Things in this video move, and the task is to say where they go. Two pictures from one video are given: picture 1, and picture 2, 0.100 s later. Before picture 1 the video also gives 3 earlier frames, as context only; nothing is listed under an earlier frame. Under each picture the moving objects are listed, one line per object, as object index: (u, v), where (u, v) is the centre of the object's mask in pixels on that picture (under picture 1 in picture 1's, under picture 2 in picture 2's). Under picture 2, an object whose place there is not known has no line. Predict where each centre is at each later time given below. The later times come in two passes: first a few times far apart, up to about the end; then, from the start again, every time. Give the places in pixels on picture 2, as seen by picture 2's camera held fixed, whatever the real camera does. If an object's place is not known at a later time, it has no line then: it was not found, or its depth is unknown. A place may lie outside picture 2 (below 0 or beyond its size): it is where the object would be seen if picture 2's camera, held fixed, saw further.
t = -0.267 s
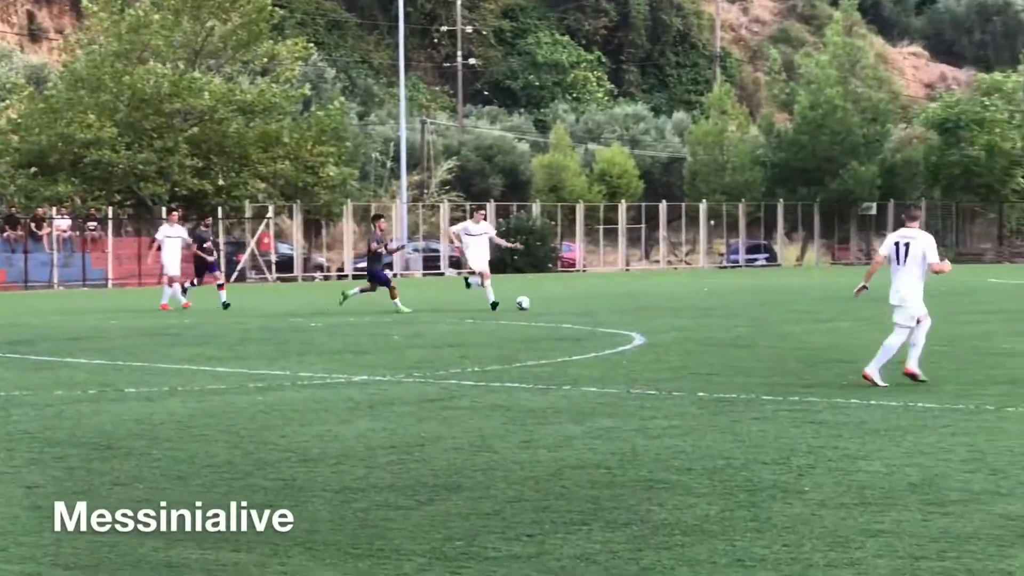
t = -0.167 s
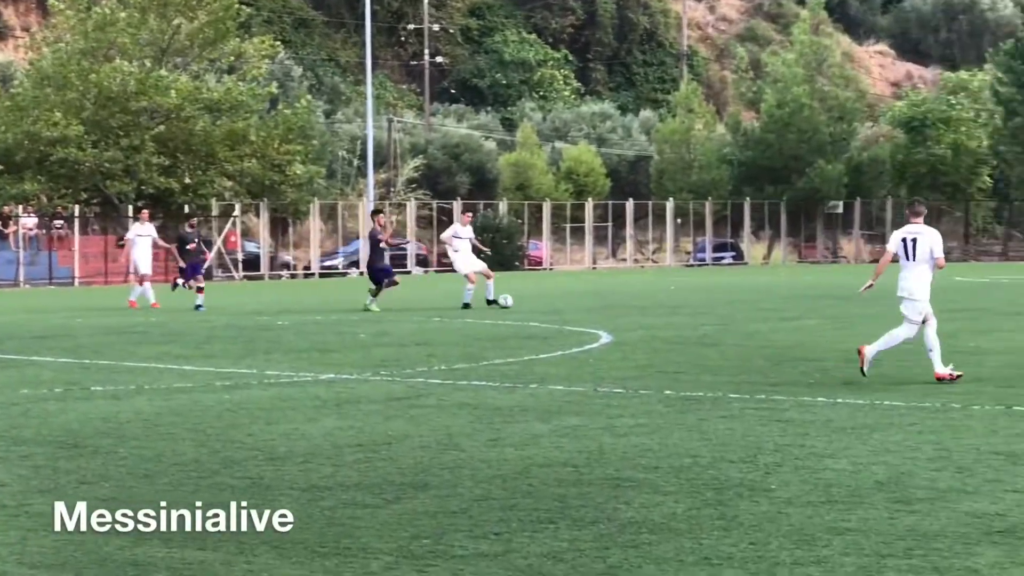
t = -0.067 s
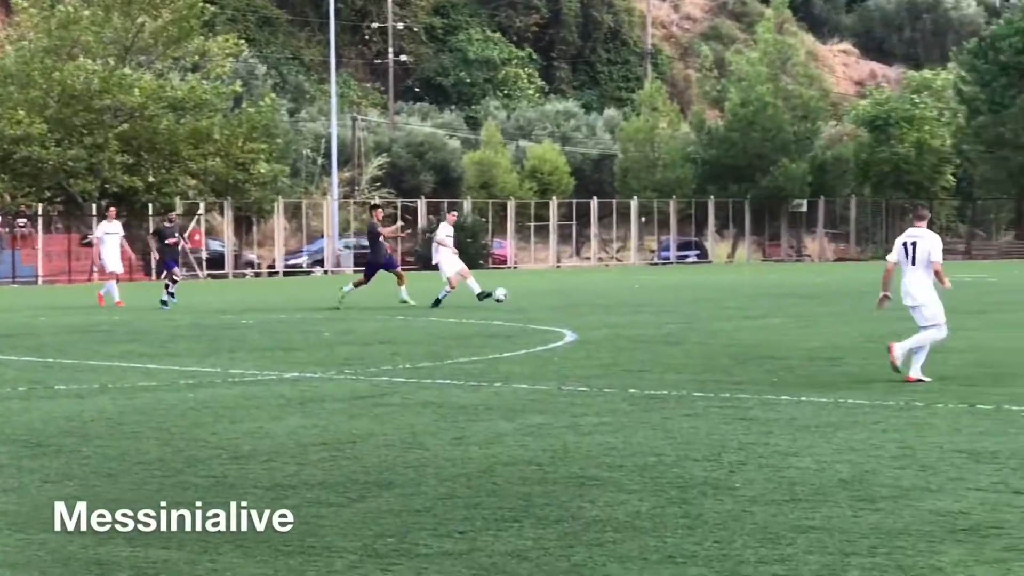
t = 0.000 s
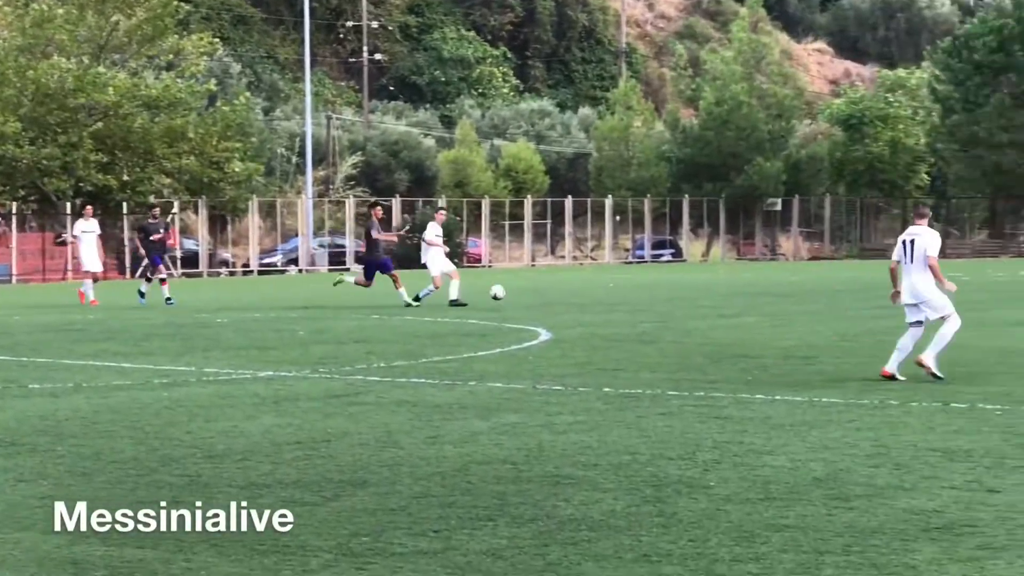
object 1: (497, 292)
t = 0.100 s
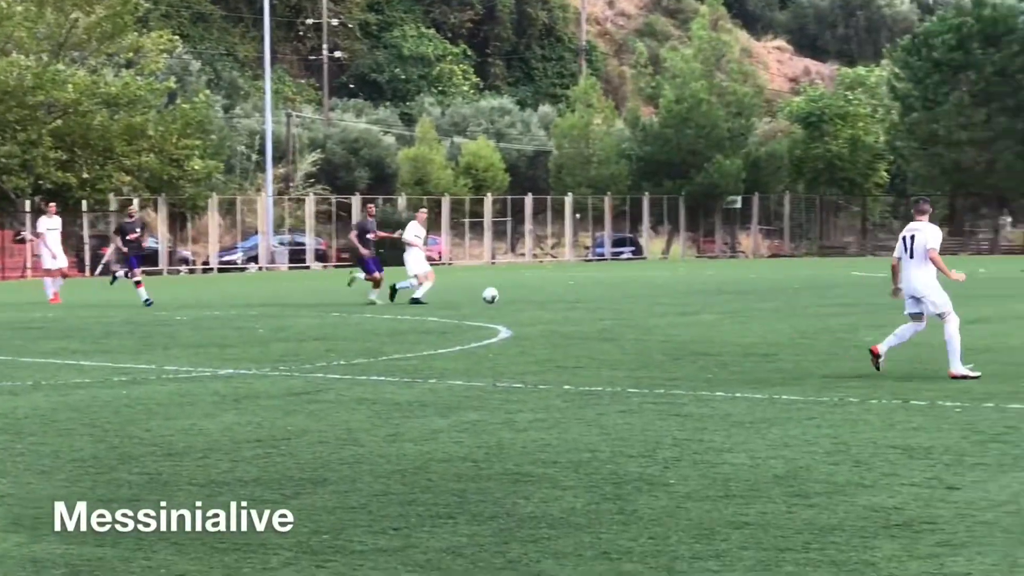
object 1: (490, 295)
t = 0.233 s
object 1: (530, 310)
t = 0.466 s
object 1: (590, 317)
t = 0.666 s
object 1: (635, 318)
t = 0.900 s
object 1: (686, 342)
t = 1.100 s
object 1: (729, 350)
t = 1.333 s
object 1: (780, 364)
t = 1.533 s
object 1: (827, 368)
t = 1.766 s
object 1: (885, 384)
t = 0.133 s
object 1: (501, 299)
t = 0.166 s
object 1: (512, 304)
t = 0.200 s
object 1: (522, 310)
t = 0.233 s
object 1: (530, 310)
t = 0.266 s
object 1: (540, 306)
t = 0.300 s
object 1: (547, 305)
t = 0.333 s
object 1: (556, 305)
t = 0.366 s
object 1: (565, 306)
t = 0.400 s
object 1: (573, 309)
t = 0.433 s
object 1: (581, 312)
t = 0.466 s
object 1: (590, 317)
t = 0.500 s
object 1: (599, 323)
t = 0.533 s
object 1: (606, 324)
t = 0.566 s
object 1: (613, 320)
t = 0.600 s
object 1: (620, 318)
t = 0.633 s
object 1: (628, 317)
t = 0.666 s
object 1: (635, 318)
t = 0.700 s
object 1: (643, 319)
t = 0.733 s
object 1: (650, 322)
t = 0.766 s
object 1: (657, 326)
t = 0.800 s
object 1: (665, 331)
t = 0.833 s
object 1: (673, 338)
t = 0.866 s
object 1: (680, 344)
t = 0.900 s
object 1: (686, 342)
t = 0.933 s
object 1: (693, 339)
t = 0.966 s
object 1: (701, 339)
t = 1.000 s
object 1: (708, 339)
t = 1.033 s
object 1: (715, 341)
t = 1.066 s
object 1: (722, 345)
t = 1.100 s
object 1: (729, 350)
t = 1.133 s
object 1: (737, 356)
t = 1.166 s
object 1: (744, 358)
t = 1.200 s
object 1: (751, 356)
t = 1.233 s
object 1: (758, 356)
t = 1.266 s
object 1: (765, 357)
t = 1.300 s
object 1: (773, 360)
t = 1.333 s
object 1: (780, 364)
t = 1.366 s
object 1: (788, 369)
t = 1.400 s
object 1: (795, 368)
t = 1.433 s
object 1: (803, 366)
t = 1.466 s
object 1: (810, 365)
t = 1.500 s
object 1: (819, 366)
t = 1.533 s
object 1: (827, 368)
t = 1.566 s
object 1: (835, 372)
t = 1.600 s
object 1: (843, 378)
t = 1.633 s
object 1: (852, 384)
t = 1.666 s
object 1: (860, 384)
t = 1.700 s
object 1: (868, 382)
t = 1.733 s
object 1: (877, 382)
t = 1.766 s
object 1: (885, 384)
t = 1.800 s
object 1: (893, 387)
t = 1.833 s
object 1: (901, 392)
